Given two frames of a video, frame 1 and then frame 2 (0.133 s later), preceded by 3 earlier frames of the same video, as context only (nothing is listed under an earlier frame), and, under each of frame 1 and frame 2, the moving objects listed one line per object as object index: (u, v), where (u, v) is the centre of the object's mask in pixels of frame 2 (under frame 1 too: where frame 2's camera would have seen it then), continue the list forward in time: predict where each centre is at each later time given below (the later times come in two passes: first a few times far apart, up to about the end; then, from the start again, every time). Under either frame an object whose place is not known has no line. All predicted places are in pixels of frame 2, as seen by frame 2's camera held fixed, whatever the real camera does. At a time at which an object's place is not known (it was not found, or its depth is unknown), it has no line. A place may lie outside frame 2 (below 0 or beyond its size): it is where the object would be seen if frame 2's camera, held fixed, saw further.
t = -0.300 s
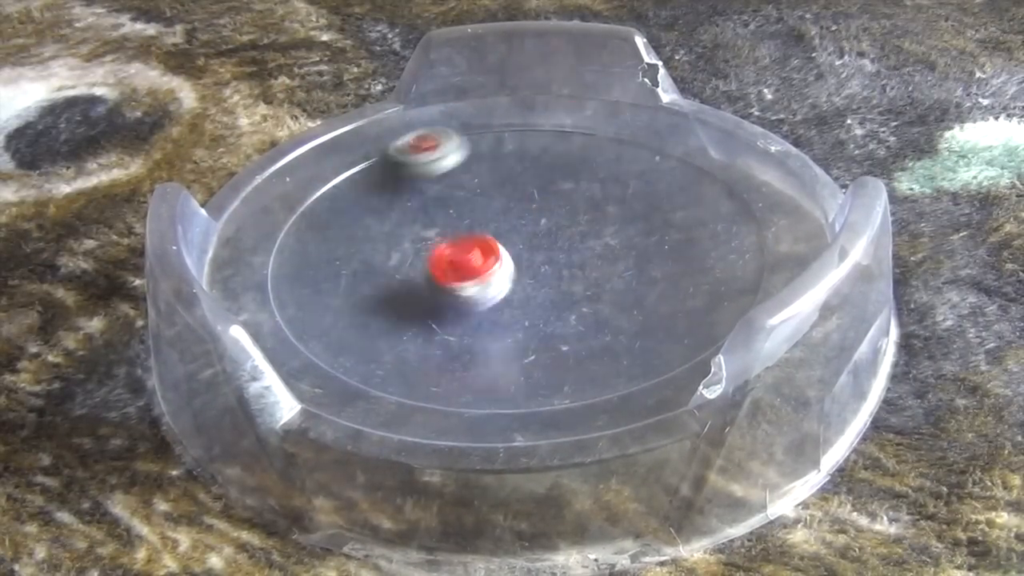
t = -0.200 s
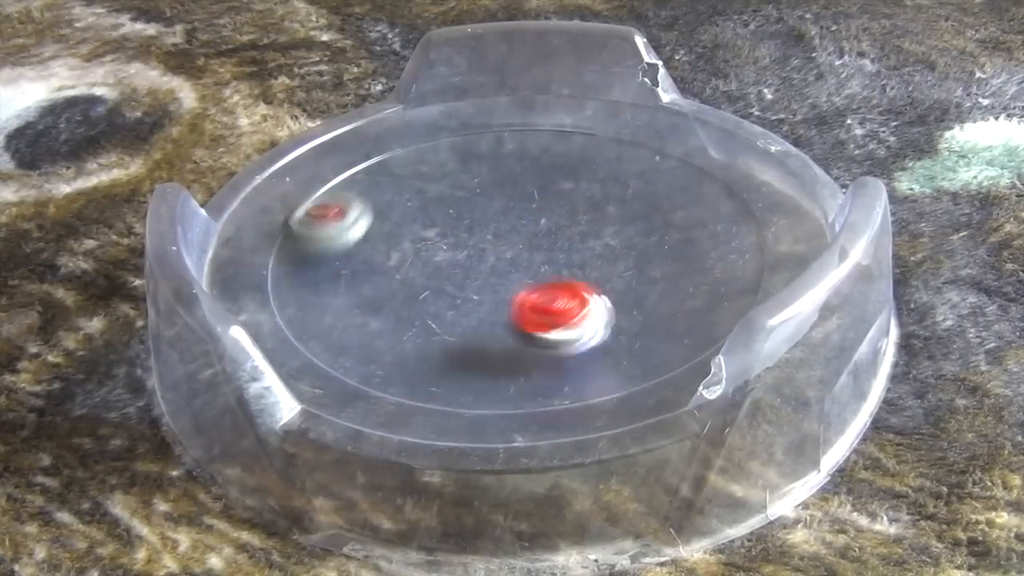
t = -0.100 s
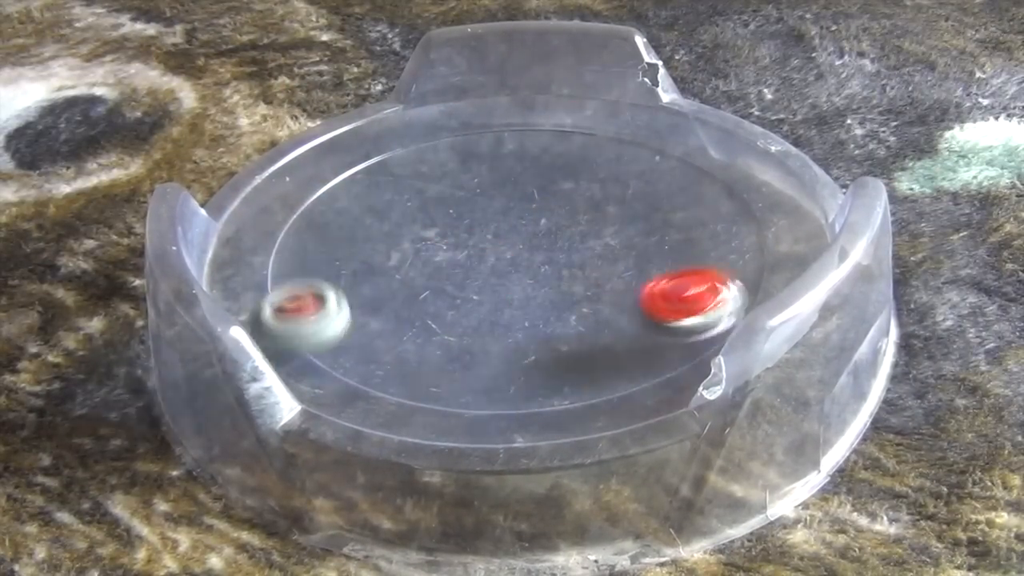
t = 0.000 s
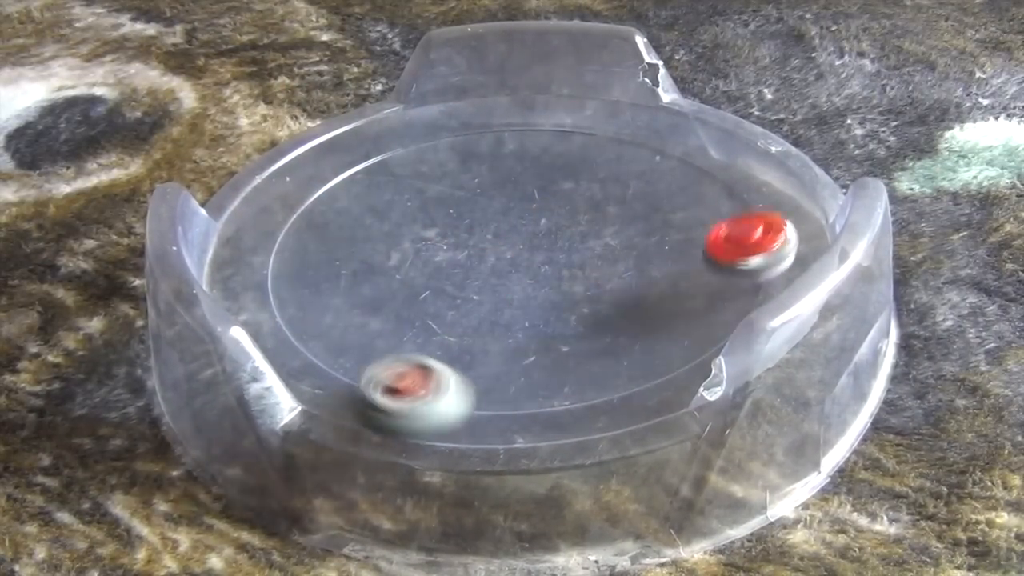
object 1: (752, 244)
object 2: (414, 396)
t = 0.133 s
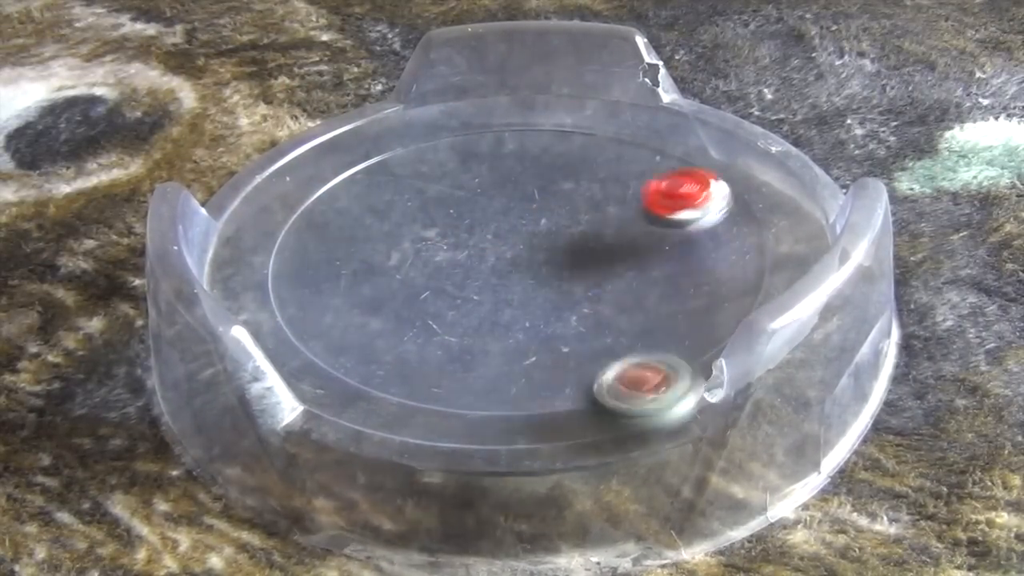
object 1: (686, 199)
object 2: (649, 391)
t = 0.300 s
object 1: (498, 228)
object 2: (639, 312)
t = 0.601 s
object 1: (523, 366)
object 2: (406, 179)
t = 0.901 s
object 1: (569, 236)
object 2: (289, 326)
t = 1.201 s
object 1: (318, 279)
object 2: (686, 321)
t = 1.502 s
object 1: (563, 288)
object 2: (536, 138)
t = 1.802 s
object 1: (471, 139)
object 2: (281, 265)
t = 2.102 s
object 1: (396, 262)
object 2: (640, 328)
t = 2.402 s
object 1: (685, 211)
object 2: (581, 128)
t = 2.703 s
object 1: (554, 139)
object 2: (304, 216)
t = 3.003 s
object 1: (489, 306)
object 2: (602, 337)
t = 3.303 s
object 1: (730, 268)
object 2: (666, 141)
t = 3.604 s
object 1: (513, 217)
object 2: (387, 189)
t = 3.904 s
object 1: (660, 231)
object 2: (512, 369)
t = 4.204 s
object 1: (564, 128)
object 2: (660, 159)
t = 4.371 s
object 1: (411, 150)
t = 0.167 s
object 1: (650, 198)
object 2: (657, 364)
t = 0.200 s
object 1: (611, 200)
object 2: (650, 352)
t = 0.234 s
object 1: (572, 205)
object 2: (646, 354)
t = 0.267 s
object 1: (534, 214)
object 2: (643, 332)
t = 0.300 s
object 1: (498, 228)
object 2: (639, 312)
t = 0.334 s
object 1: (466, 246)
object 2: (631, 289)
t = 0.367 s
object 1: (442, 265)
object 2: (615, 266)
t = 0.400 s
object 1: (427, 284)
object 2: (595, 244)
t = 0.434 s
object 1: (418, 305)
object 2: (566, 226)
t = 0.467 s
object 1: (419, 324)
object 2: (534, 211)
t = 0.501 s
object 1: (432, 341)
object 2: (502, 198)
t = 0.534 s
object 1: (457, 356)
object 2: (470, 188)
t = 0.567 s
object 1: (486, 367)
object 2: (438, 181)
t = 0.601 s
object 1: (523, 366)
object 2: (406, 179)
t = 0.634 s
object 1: (564, 358)
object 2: (376, 180)
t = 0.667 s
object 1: (597, 344)
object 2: (346, 186)
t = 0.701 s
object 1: (621, 331)
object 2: (318, 196)
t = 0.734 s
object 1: (636, 316)
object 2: (293, 208)
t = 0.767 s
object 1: (641, 298)
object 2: (277, 226)
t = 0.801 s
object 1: (635, 278)
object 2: (271, 251)
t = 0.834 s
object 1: (619, 262)
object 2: (270, 277)
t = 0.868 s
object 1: (598, 247)
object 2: (273, 301)
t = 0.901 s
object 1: (569, 236)
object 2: (289, 326)
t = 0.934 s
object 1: (537, 229)
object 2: (320, 351)
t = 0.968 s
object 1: (503, 224)
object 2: (359, 370)
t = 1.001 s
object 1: (466, 222)
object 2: (407, 385)
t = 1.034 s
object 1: (431, 224)
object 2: (461, 393)
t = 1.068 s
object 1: (397, 230)
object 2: (517, 391)
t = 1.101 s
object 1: (367, 238)
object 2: (571, 381)
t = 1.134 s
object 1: (342, 249)
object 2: (620, 367)
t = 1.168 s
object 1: (325, 263)
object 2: (659, 347)
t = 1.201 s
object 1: (318, 279)
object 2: (686, 321)
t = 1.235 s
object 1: (320, 294)
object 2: (703, 295)
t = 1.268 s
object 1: (334, 308)
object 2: (709, 268)
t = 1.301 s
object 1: (358, 317)
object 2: (706, 240)
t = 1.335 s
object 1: (389, 325)
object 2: (696, 215)
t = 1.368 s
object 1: (425, 329)
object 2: (674, 193)
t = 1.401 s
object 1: (467, 326)
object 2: (645, 174)
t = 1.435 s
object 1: (505, 318)
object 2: (614, 157)
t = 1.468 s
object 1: (538, 305)
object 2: (576, 146)
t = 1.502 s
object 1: (563, 288)
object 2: (536, 138)
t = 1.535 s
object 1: (577, 268)
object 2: (495, 134)
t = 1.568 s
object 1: (584, 247)
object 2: (454, 134)
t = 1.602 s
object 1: (582, 227)
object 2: (415, 137)
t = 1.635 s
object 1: (575, 206)
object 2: (377, 145)
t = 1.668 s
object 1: (563, 188)
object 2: (348, 165)
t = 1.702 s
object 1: (544, 173)
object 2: (321, 188)
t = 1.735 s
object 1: (522, 158)
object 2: (298, 211)
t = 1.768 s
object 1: (497, 147)
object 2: (284, 236)
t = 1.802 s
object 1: (471, 139)
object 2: (281, 265)
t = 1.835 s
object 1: (442, 137)
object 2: (290, 293)
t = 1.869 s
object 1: (416, 140)
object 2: (310, 320)
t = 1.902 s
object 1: (392, 148)
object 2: (345, 342)
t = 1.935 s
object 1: (373, 159)
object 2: (390, 360)
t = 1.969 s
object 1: (358, 176)
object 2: (444, 369)
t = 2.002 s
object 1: (353, 197)
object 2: (497, 370)
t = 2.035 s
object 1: (359, 219)
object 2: (552, 362)
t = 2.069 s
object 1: (372, 242)
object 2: (601, 347)
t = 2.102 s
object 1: (396, 262)
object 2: (640, 328)
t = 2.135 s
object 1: (428, 277)
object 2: (671, 303)
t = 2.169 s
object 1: (465, 287)
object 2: (689, 277)
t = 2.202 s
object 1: (504, 291)
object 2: (697, 248)
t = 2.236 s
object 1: (544, 289)
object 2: (697, 221)
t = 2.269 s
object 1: (582, 280)
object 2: (686, 195)
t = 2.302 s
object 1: (618, 266)
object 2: (668, 173)
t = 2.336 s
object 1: (646, 251)
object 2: (642, 154)
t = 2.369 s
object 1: (669, 234)
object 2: (614, 139)
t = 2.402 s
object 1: (685, 211)
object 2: (581, 128)
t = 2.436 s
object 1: (693, 190)
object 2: (546, 119)
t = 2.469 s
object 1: (694, 172)
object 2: (513, 114)
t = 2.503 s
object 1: (692, 154)
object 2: (477, 120)
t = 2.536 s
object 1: (683, 140)
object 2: (439, 128)
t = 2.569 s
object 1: (665, 131)
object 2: (401, 140)
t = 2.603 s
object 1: (636, 127)
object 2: (369, 154)
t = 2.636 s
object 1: (608, 126)
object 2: (340, 172)
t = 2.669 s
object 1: (581, 129)
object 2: (317, 193)
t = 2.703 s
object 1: (554, 139)
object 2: (304, 216)
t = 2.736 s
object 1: (526, 152)
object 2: (301, 242)
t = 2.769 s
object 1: (500, 169)
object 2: (306, 269)
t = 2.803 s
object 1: (479, 189)
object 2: (324, 294)
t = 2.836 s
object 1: (463, 211)
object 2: (354, 317)
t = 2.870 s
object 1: (454, 230)
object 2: (394, 337)
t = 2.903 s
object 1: (452, 252)
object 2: (444, 348)
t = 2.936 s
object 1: (458, 272)
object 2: (498, 354)
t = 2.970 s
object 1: (471, 291)
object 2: (553, 349)
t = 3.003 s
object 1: (489, 306)
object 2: (602, 337)
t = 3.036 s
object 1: (513, 319)
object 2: (645, 319)
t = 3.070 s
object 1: (545, 326)
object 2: (680, 297)
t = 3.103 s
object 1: (581, 328)
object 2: (705, 271)
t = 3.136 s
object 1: (617, 326)
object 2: (717, 246)
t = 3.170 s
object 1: (651, 319)
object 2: (722, 220)
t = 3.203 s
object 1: (683, 310)
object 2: (718, 196)
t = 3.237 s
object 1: (706, 297)
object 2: (706, 174)
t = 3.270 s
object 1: (722, 282)
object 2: (689, 156)
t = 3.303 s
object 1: (730, 268)
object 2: (666, 141)
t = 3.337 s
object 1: (727, 254)
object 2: (638, 129)
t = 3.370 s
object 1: (715, 242)
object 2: (604, 124)
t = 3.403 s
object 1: (697, 230)
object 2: (567, 121)
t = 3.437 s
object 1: (674, 221)
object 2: (533, 121)
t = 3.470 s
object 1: (645, 215)
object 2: (499, 125)
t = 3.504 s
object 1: (614, 211)
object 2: (465, 134)
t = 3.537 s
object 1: (581, 210)
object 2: (435, 148)
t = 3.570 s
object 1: (547, 212)
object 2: (408, 166)
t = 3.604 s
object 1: (513, 217)
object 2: (387, 189)
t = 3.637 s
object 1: (481, 222)
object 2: (370, 215)
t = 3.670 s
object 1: (451, 228)
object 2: (360, 243)
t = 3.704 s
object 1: (492, 231)
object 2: (297, 253)
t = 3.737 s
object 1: (548, 239)
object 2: (258, 270)
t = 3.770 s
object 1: (587, 238)
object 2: (293, 292)
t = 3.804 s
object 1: (614, 243)
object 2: (332, 333)
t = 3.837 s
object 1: (634, 246)
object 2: (383, 355)
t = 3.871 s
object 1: (649, 240)
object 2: (442, 368)
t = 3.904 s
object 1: (660, 231)
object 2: (512, 369)
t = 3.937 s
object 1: (672, 219)
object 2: (579, 358)
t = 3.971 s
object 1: (682, 206)
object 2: (640, 335)
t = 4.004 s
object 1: (685, 193)
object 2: (689, 304)
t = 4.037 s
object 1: (684, 182)
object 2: (723, 265)
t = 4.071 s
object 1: (678, 174)
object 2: (731, 225)
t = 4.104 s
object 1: (659, 160)
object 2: (717, 196)
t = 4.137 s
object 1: (631, 146)
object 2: (703, 179)
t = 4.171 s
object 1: (597, 133)
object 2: (686, 169)
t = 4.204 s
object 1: (564, 128)
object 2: (660, 159)
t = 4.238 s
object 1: (533, 128)
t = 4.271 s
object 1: (506, 130)
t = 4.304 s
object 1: (474, 136)
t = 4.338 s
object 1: (441, 142)
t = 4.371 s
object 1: (411, 150)
